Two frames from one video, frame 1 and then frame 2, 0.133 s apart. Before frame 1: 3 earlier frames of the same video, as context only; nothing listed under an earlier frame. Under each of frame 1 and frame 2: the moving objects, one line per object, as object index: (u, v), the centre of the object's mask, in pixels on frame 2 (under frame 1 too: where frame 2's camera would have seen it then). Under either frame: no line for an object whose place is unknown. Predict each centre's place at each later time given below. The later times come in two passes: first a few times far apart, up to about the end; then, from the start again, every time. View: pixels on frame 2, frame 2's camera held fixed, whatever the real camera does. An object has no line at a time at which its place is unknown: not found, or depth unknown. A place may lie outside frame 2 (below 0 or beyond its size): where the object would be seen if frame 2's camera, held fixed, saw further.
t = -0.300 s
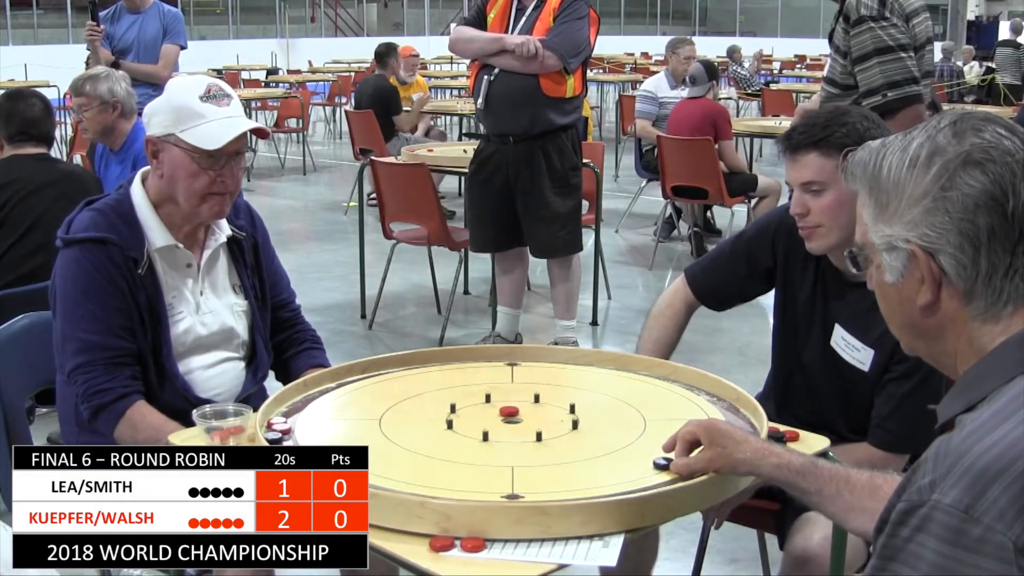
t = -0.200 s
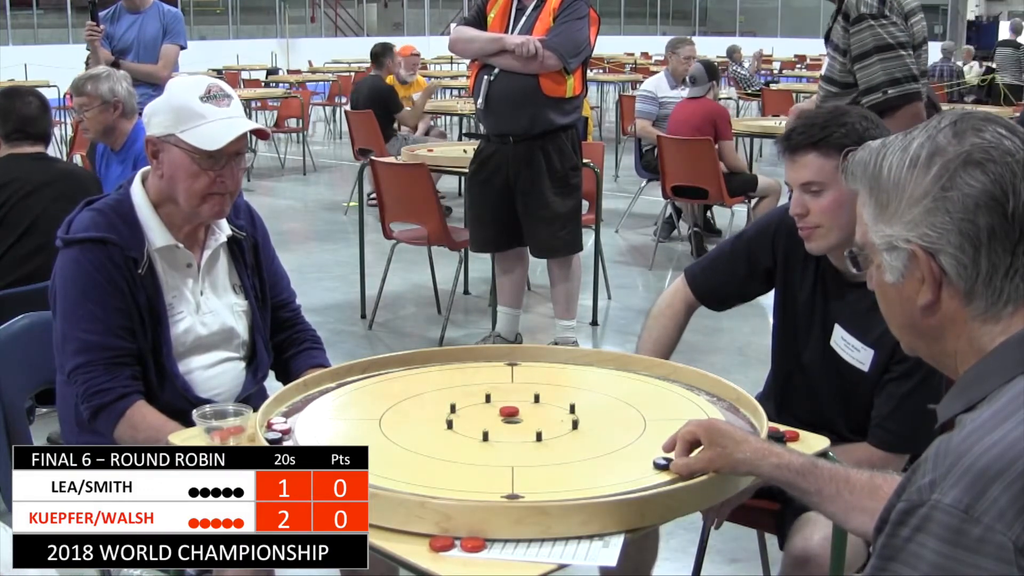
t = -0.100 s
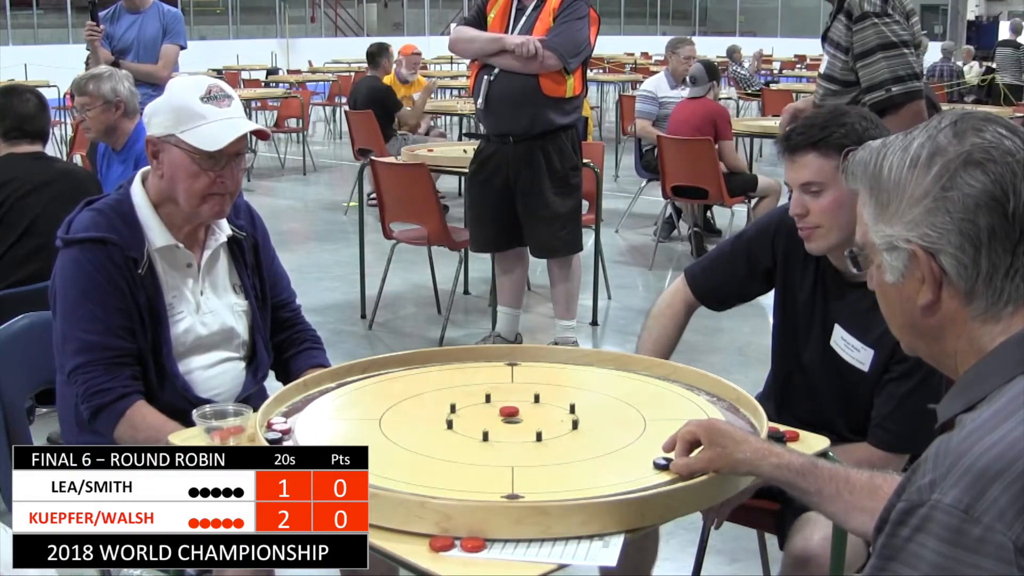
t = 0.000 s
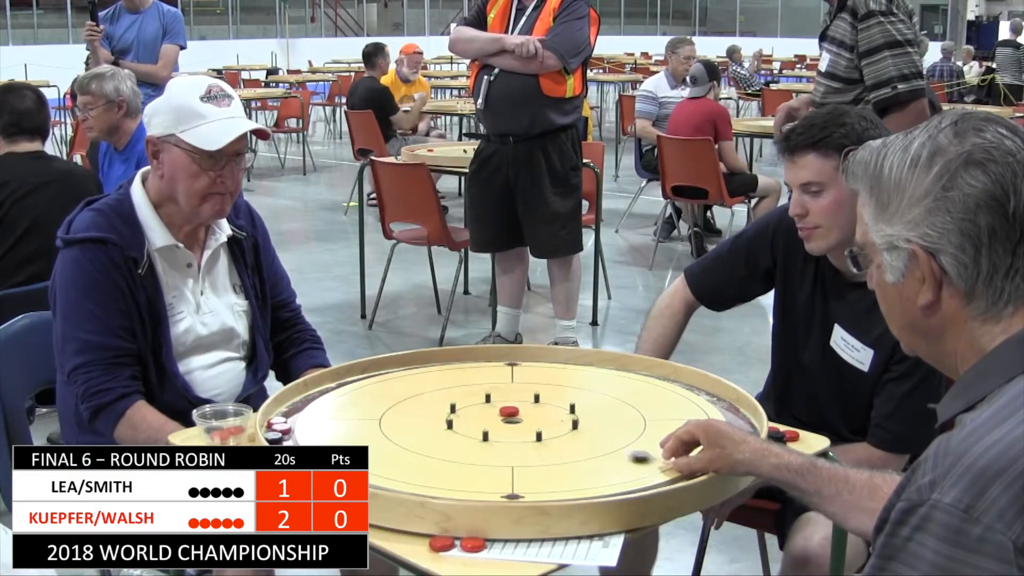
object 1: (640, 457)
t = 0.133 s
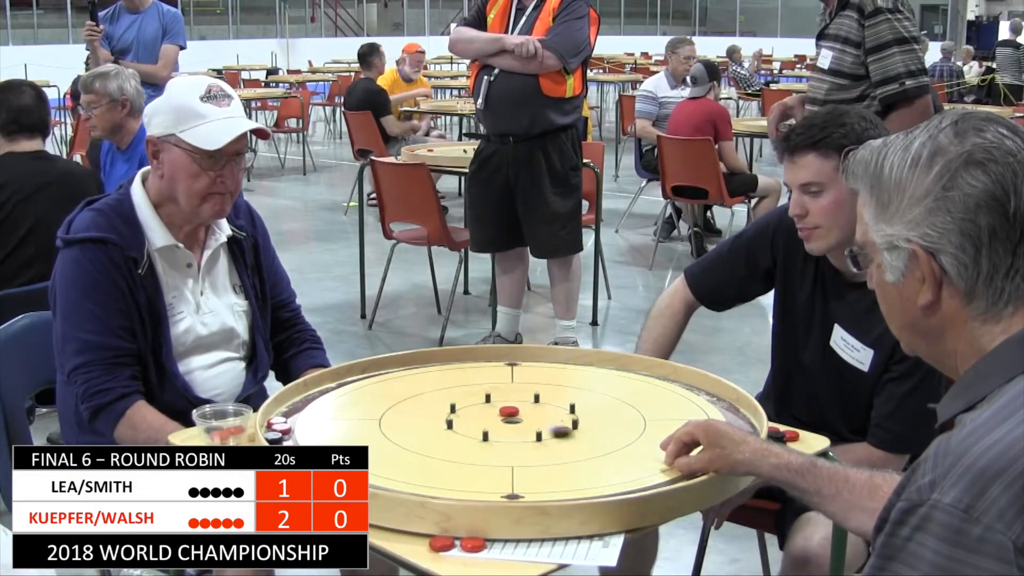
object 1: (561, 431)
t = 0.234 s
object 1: (514, 418)
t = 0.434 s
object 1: (512, 419)
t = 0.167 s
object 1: (545, 426)
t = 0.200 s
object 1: (529, 420)
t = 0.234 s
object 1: (514, 418)
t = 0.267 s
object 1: (512, 419)
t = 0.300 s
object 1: (512, 419)
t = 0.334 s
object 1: (512, 419)
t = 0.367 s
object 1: (512, 419)
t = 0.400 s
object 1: (511, 419)
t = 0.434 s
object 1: (512, 419)
